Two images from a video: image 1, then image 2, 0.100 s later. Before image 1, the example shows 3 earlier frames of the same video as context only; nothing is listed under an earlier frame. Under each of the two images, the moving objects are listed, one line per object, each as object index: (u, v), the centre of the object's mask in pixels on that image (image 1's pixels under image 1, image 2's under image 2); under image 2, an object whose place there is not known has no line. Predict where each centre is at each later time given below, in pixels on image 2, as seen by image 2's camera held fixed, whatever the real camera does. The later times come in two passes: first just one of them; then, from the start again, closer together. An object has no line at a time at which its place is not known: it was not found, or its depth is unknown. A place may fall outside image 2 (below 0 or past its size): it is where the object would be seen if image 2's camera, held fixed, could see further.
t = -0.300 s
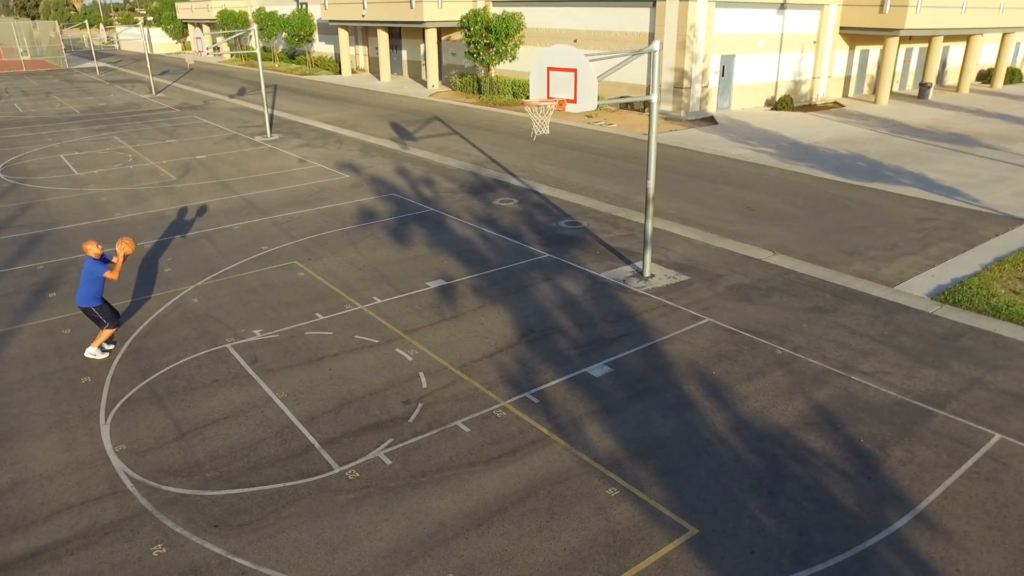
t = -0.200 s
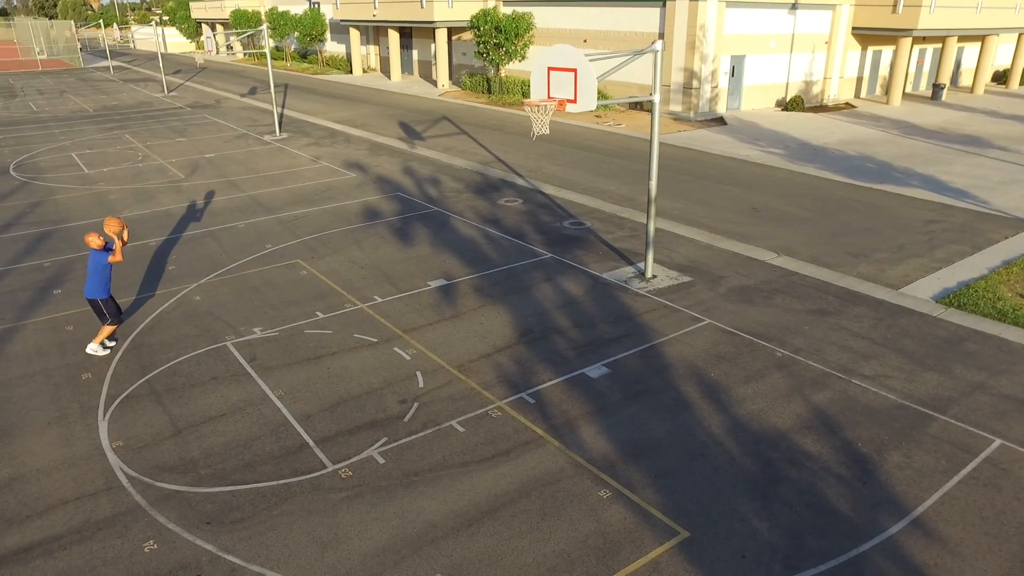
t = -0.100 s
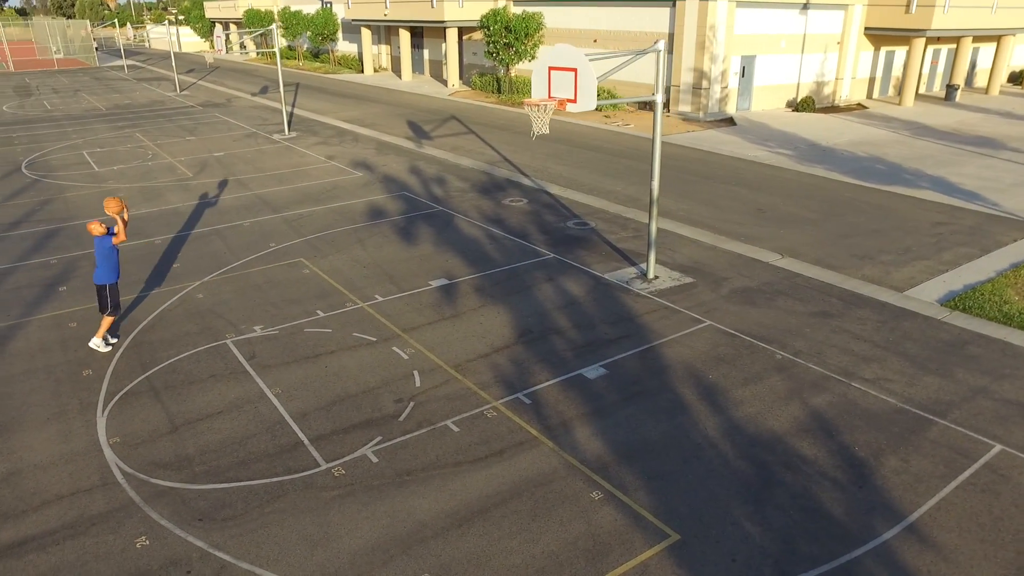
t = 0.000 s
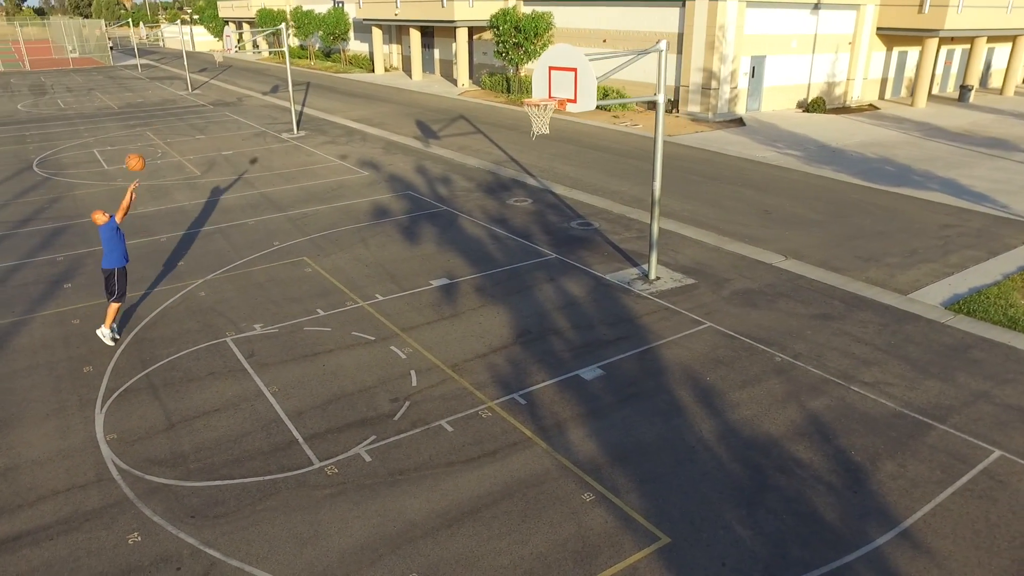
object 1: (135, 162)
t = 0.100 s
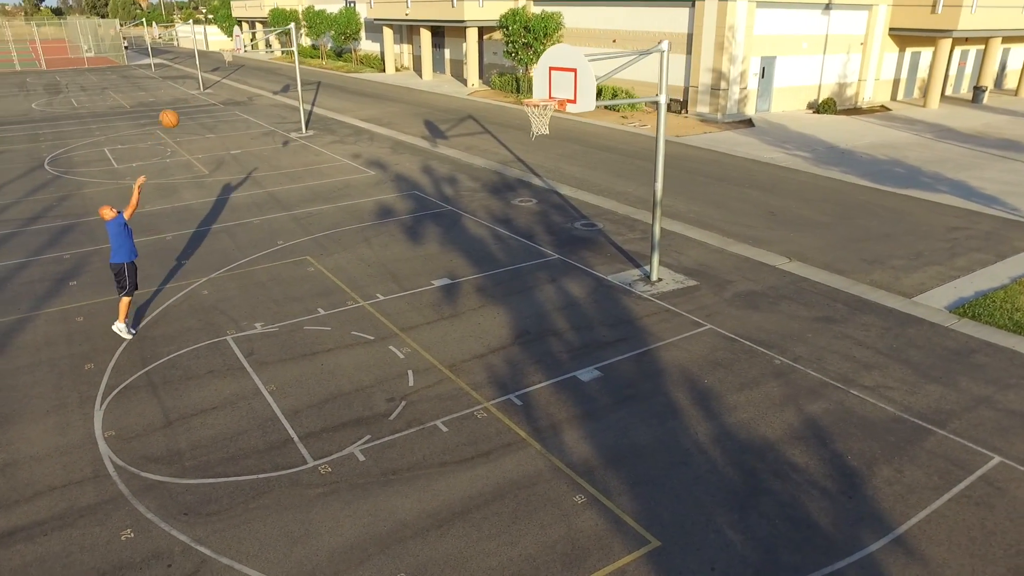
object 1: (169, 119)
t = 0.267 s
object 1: (211, 64)
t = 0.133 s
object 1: (177, 106)
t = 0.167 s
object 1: (186, 95)
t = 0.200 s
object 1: (193, 82)
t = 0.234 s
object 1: (202, 73)
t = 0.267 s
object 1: (211, 64)
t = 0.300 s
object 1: (220, 56)
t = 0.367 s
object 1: (237, 41)
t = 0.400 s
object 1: (246, 35)
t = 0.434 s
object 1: (255, 29)
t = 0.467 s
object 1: (264, 26)
